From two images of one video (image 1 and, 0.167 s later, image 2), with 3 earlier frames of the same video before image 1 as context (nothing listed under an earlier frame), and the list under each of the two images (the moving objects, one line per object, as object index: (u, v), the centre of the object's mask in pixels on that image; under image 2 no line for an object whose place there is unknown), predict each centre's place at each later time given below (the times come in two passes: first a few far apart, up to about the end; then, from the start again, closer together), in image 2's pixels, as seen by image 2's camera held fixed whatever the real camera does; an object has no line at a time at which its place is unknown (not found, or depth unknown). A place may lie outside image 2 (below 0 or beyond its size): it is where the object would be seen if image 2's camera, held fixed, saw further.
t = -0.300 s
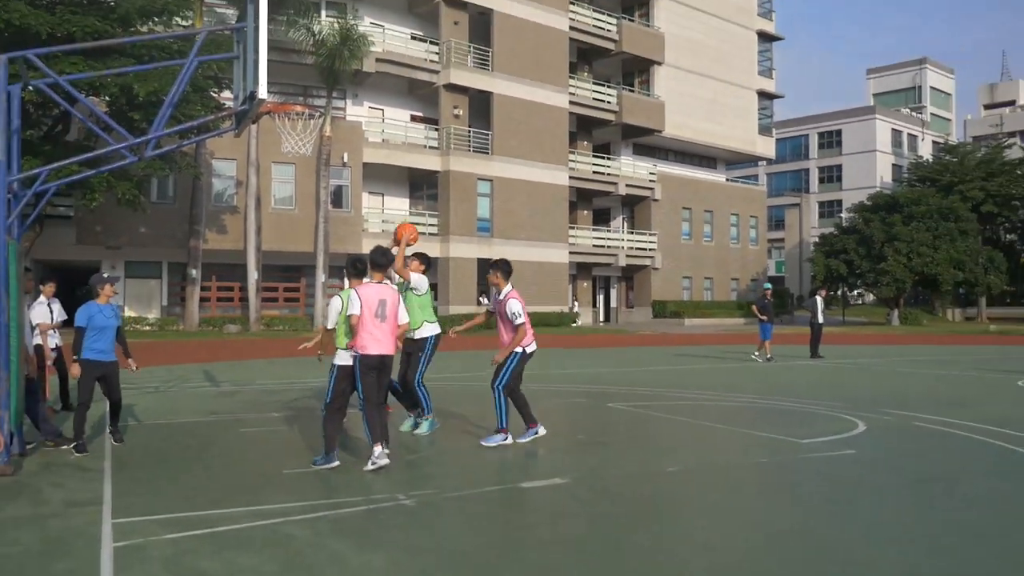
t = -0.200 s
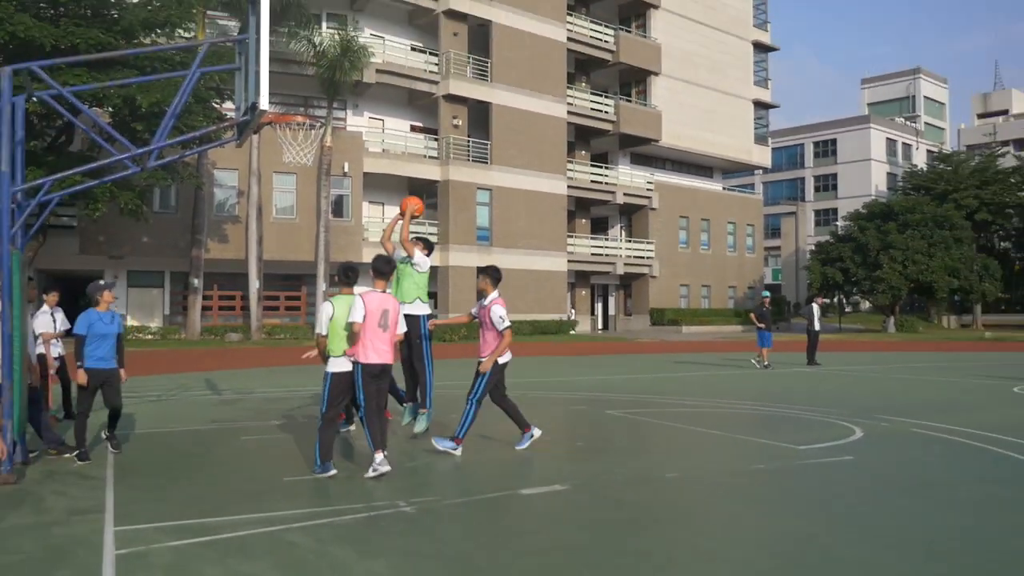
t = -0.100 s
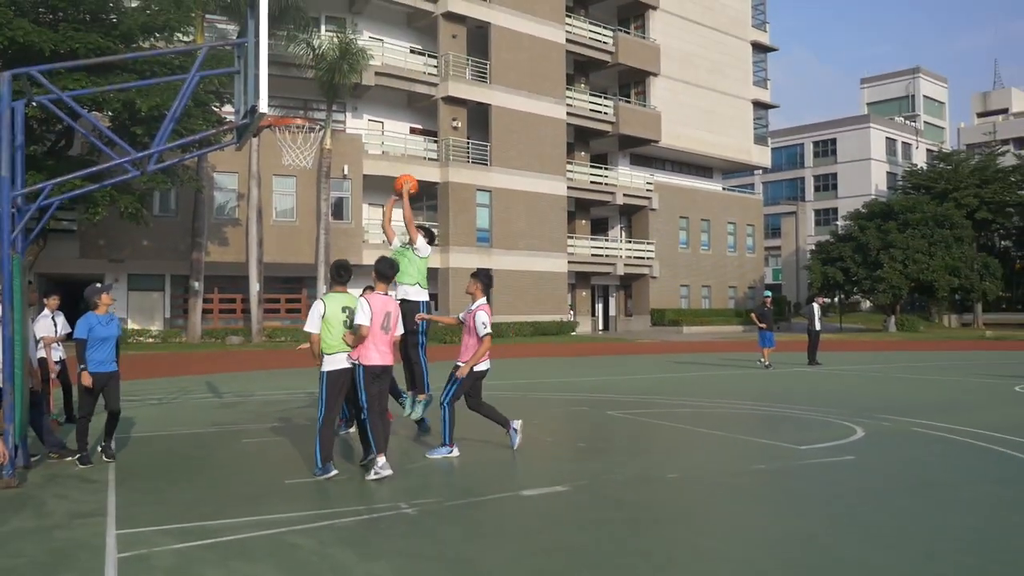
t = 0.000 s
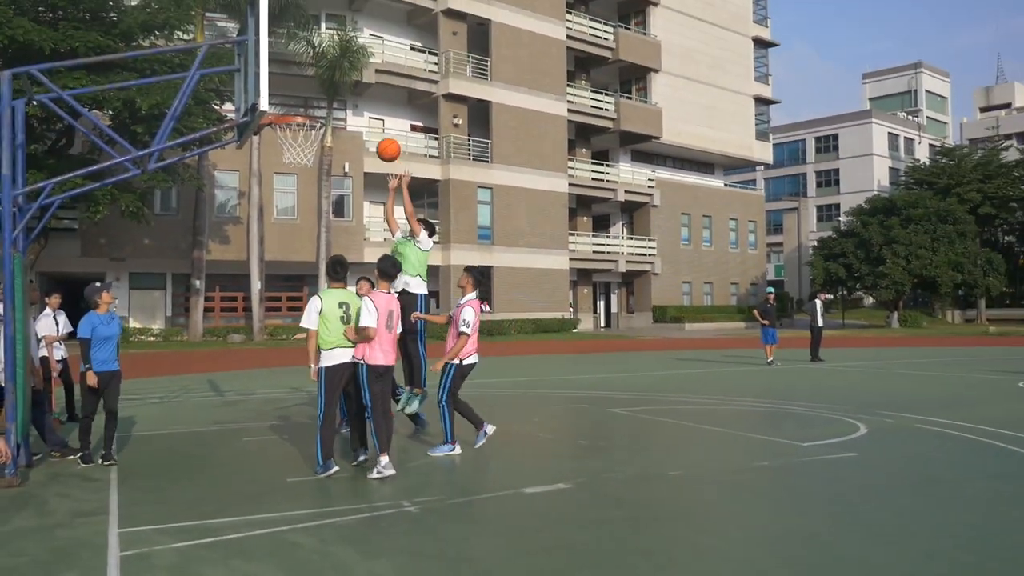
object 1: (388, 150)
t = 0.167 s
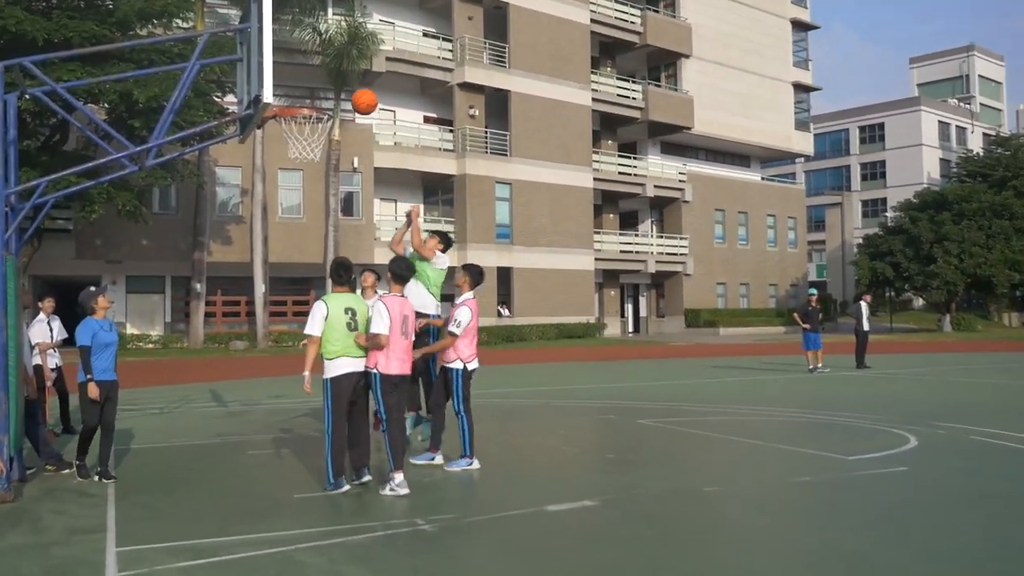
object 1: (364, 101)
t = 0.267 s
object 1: (342, 92)
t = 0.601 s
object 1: (312, 101)
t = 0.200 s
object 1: (357, 97)
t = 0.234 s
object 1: (349, 94)
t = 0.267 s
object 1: (342, 92)
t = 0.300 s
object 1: (334, 91)
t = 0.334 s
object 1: (326, 91)
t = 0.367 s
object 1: (318, 92)
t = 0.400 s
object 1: (310, 95)
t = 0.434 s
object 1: (302, 97)
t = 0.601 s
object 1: (312, 101)
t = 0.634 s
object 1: (314, 100)
